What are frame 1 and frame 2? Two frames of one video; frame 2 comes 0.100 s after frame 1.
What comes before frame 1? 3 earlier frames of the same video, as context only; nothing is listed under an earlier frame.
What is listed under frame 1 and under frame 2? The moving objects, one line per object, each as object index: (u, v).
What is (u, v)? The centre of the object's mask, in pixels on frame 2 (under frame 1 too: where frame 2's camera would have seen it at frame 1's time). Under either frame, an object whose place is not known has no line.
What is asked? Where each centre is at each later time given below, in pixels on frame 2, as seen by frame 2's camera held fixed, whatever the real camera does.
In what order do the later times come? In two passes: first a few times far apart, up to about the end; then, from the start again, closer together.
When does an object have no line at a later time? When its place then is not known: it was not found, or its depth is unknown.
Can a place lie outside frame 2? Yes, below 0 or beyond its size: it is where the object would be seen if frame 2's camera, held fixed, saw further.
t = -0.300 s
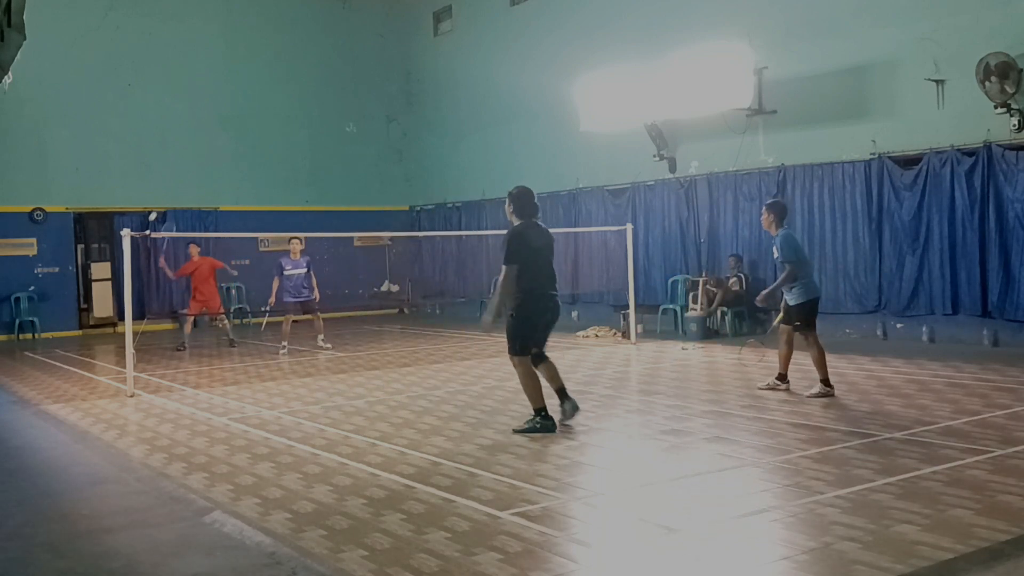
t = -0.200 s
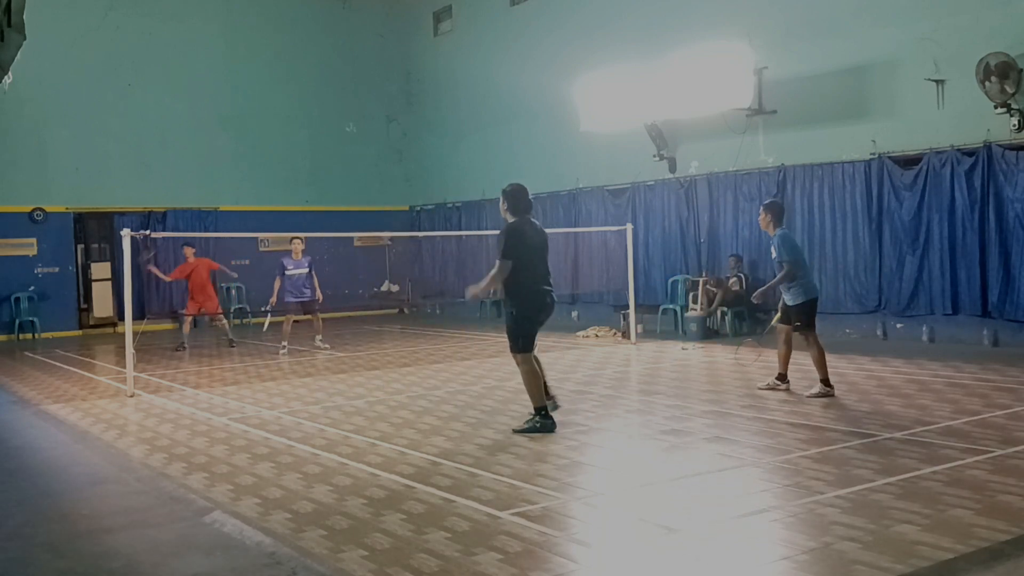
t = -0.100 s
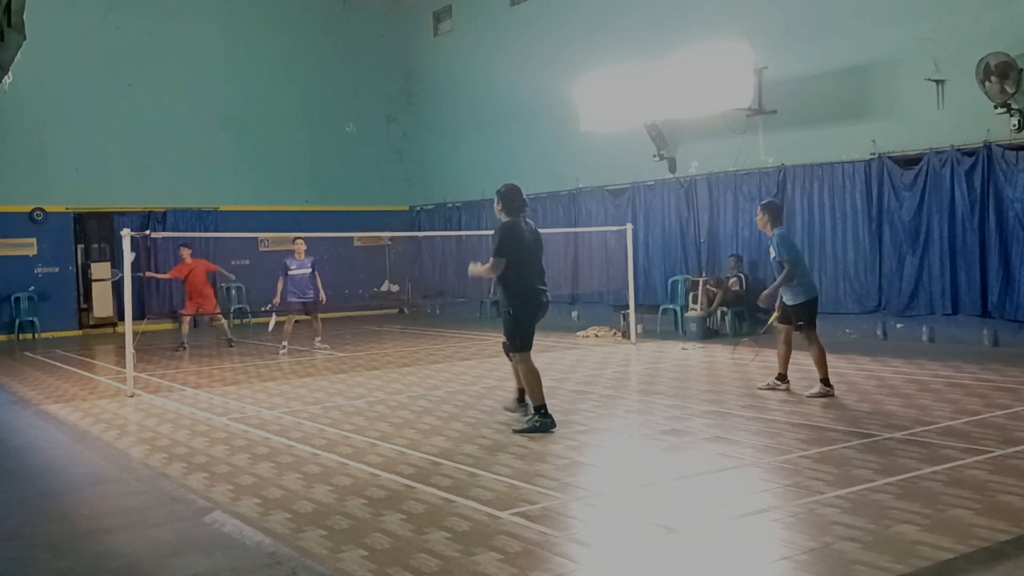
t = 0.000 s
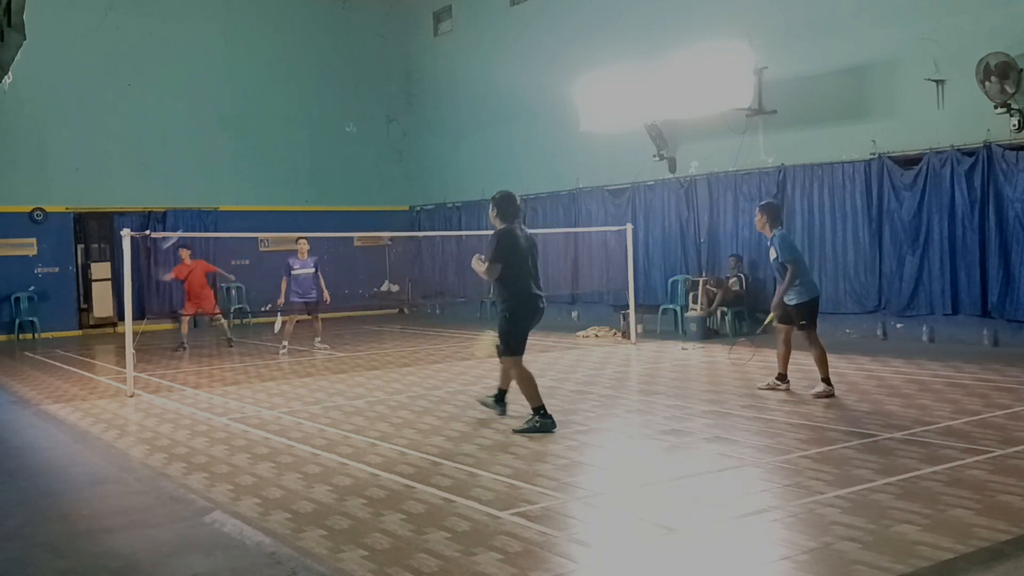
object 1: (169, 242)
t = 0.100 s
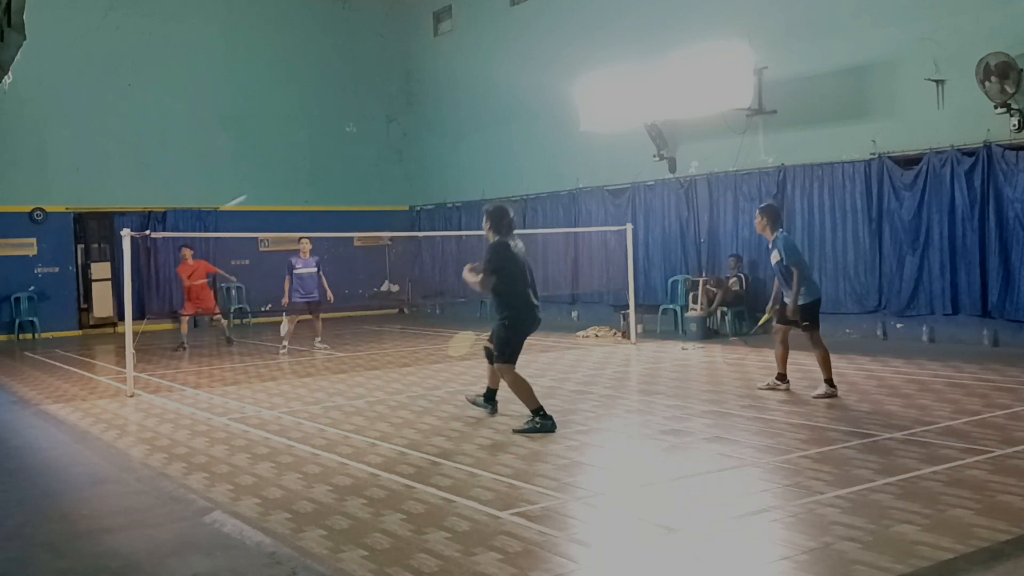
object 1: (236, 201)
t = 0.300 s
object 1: (339, 164)
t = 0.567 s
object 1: (447, 171)
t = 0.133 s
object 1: (255, 192)
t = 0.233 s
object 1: (307, 171)
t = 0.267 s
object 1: (323, 167)
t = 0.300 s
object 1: (339, 164)
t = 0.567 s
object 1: (447, 171)
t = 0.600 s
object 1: (459, 176)
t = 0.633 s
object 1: (470, 182)
